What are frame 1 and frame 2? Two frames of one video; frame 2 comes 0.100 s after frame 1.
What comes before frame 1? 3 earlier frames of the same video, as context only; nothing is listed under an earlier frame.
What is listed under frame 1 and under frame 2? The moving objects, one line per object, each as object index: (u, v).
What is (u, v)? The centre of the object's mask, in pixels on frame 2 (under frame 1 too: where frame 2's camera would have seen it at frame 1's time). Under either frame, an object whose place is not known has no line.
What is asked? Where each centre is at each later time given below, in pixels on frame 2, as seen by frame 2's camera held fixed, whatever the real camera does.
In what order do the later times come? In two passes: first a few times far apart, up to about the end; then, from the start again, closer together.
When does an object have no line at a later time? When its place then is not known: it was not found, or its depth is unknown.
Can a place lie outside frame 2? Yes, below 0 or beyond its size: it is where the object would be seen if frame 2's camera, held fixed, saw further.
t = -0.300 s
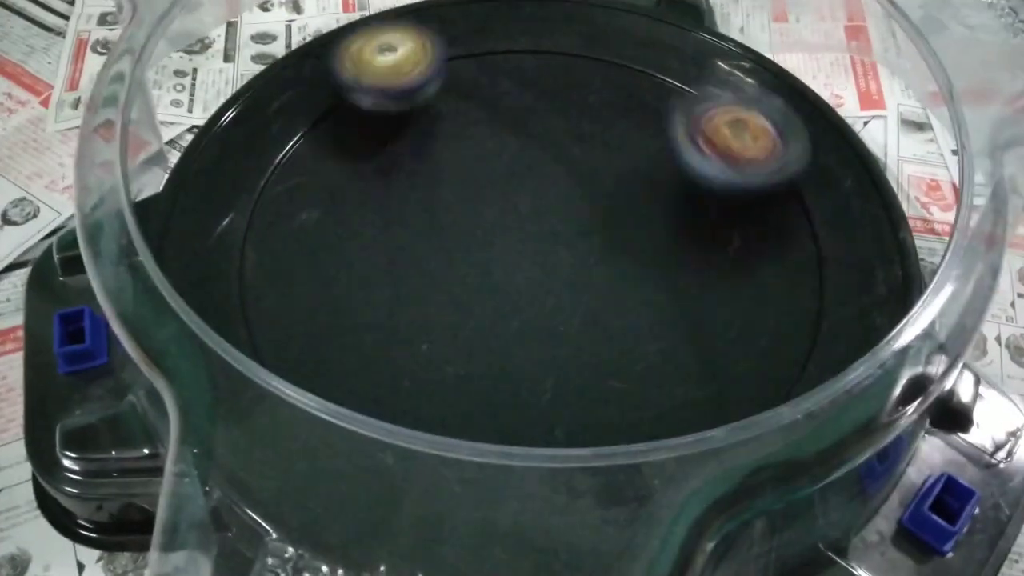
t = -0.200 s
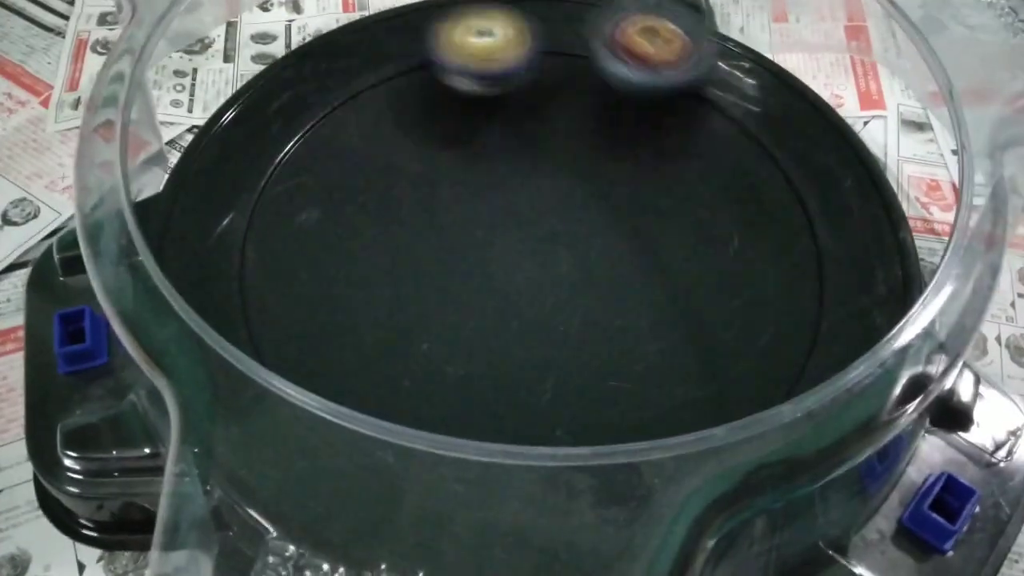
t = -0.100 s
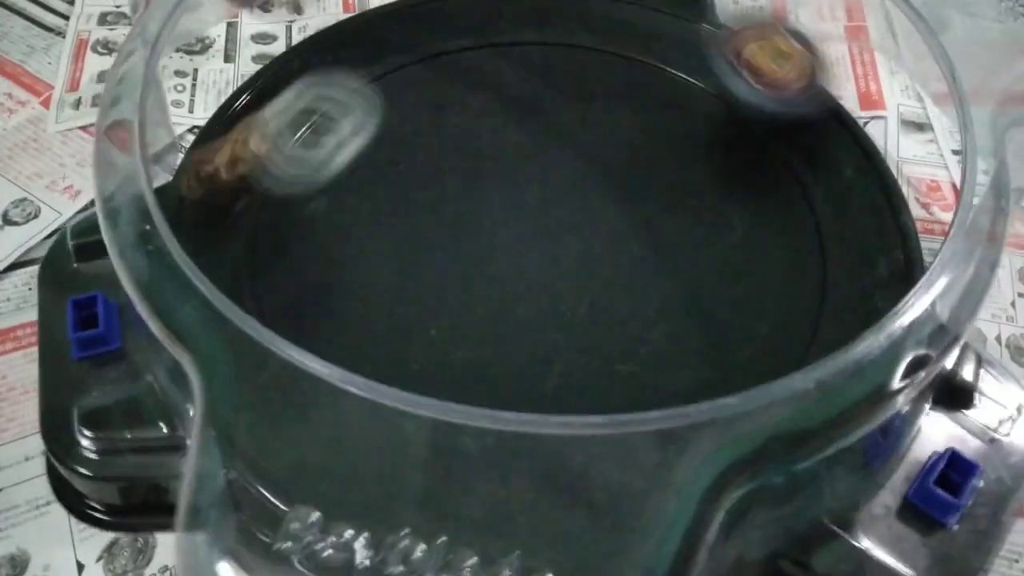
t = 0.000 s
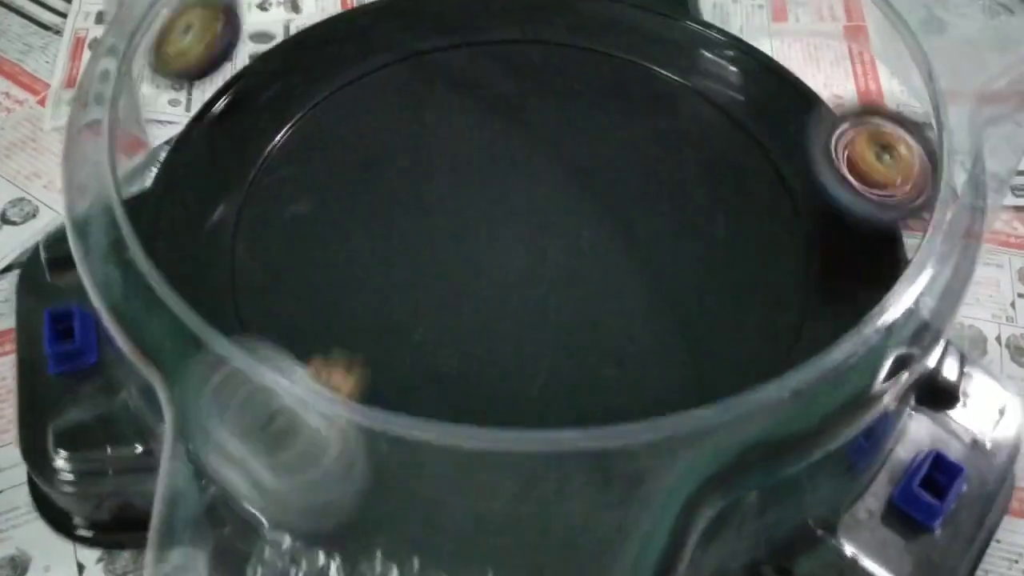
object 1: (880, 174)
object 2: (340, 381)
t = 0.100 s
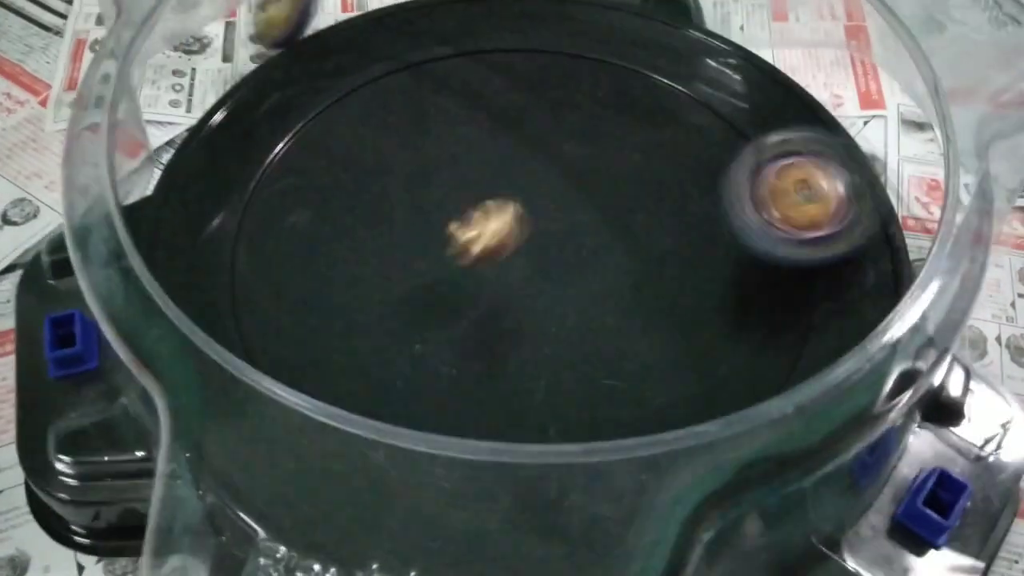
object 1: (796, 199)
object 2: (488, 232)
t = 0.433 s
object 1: (451, 219)
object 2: (581, 27)
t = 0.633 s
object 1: (542, 303)
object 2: (510, 164)
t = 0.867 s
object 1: (700, 231)
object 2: (436, 327)
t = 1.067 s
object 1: (586, 147)
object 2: (408, 377)
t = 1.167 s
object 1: (476, 195)
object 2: (449, 349)
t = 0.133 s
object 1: (751, 206)
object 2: (530, 214)
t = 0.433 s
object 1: (451, 219)
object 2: (581, 27)
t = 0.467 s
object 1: (448, 229)
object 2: (569, 51)
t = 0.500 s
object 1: (452, 243)
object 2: (559, 68)
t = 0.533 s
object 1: (465, 259)
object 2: (547, 94)
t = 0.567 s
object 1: (485, 277)
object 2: (535, 116)
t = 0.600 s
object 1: (512, 293)
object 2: (523, 141)
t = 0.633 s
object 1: (542, 303)
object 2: (510, 164)
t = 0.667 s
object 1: (573, 308)
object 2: (496, 191)
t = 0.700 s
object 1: (604, 307)
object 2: (483, 215)
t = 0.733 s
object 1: (634, 300)
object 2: (471, 237)
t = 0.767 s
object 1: (658, 288)
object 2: (462, 259)
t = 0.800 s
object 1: (679, 273)
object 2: (454, 282)
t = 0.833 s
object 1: (692, 253)
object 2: (445, 302)
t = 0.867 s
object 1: (700, 231)
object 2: (436, 327)
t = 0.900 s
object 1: (700, 207)
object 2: (424, 347)
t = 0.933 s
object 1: (690, 187)
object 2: (416, 360)
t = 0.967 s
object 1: (672, 172)
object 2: (408, 370)
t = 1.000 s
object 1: (647, 159)
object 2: (406, 374)
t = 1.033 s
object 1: (617, 150)
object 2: (405, 377)
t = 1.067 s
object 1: (586, 147)
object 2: (408, 377)
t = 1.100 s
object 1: (555, 151)
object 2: (416, 373)
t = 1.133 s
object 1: (526, 161)
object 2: (426, 366)
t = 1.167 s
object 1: (476, 195)
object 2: (449, 349)
